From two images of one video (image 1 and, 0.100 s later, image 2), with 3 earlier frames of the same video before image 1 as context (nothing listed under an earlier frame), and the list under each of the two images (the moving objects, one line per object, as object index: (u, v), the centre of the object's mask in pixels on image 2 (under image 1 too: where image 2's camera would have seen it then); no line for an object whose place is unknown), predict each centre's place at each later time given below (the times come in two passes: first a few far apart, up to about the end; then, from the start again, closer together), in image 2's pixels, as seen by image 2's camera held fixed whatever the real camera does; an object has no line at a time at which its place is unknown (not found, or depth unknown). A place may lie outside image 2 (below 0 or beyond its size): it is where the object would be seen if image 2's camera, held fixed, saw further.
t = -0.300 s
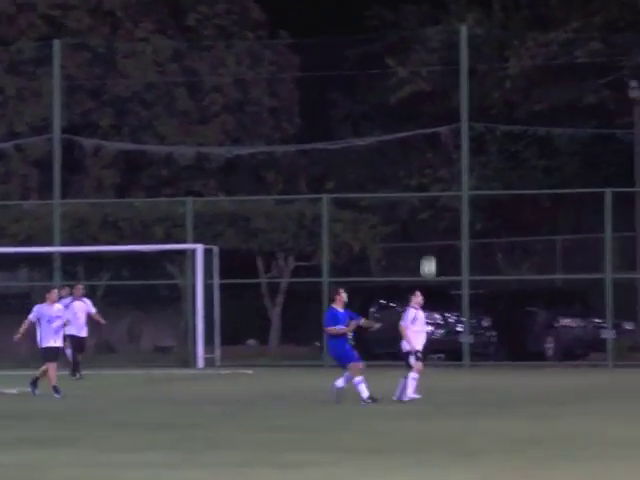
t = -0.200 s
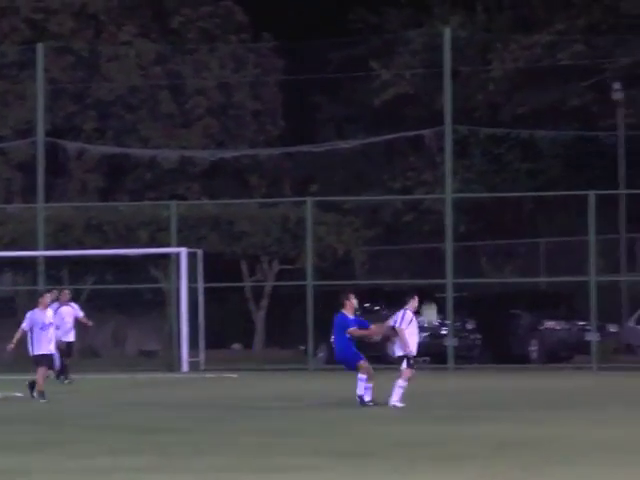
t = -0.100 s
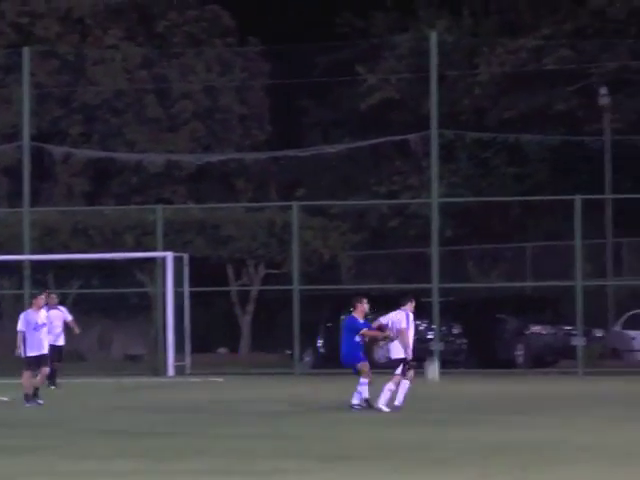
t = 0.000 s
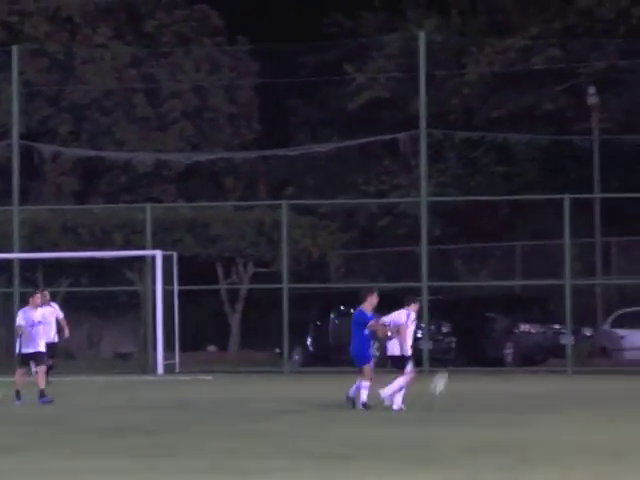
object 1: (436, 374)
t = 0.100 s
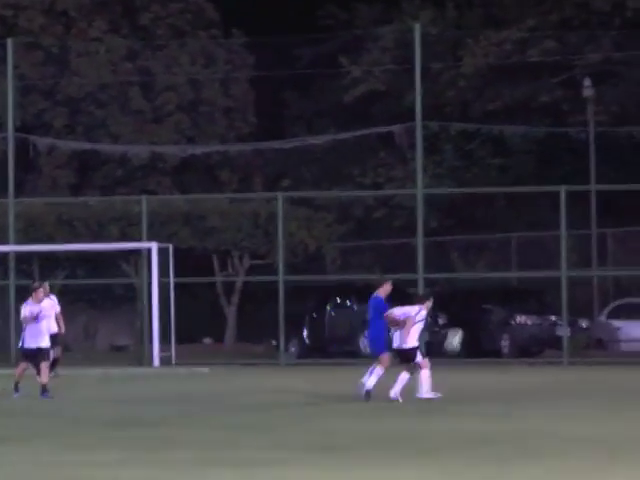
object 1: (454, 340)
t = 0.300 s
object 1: (492, 290)
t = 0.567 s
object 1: (544, 265)
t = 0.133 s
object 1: (461, 328)
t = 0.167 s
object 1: (466, 320)
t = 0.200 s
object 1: (473, 311)
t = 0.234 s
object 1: (480, 303)
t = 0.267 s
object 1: (486, 296)
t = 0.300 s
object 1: (492, 290)
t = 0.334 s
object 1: (499, 284)
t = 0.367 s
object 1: (505, 279)
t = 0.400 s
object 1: (512, 275)
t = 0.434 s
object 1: (518, 271)
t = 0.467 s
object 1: (525, 268)
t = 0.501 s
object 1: (531, 266)
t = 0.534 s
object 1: (537, 265)
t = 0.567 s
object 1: (544, 265)
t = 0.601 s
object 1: (550, 265)
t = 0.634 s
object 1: (557, 267)
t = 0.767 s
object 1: (582, 280)
